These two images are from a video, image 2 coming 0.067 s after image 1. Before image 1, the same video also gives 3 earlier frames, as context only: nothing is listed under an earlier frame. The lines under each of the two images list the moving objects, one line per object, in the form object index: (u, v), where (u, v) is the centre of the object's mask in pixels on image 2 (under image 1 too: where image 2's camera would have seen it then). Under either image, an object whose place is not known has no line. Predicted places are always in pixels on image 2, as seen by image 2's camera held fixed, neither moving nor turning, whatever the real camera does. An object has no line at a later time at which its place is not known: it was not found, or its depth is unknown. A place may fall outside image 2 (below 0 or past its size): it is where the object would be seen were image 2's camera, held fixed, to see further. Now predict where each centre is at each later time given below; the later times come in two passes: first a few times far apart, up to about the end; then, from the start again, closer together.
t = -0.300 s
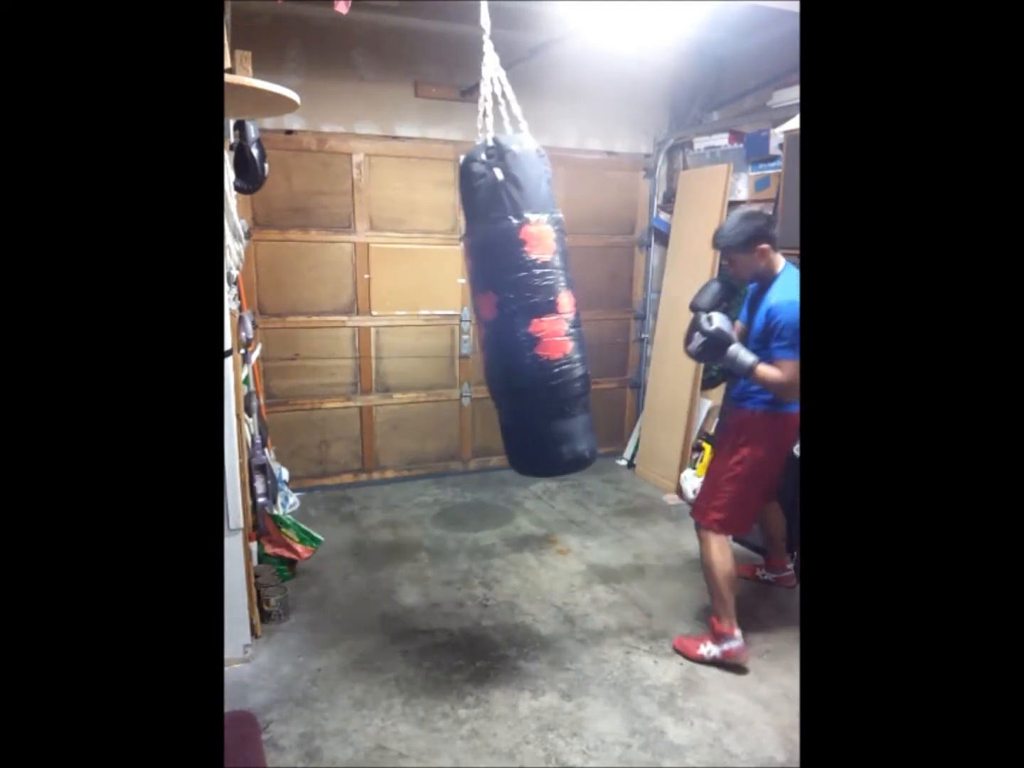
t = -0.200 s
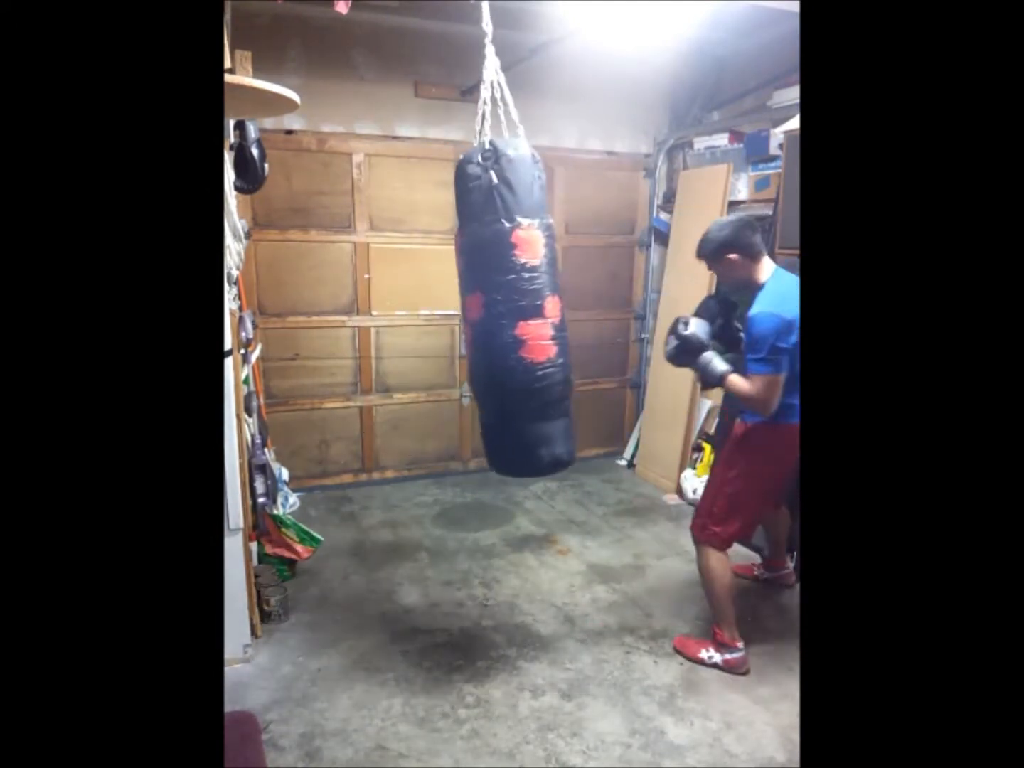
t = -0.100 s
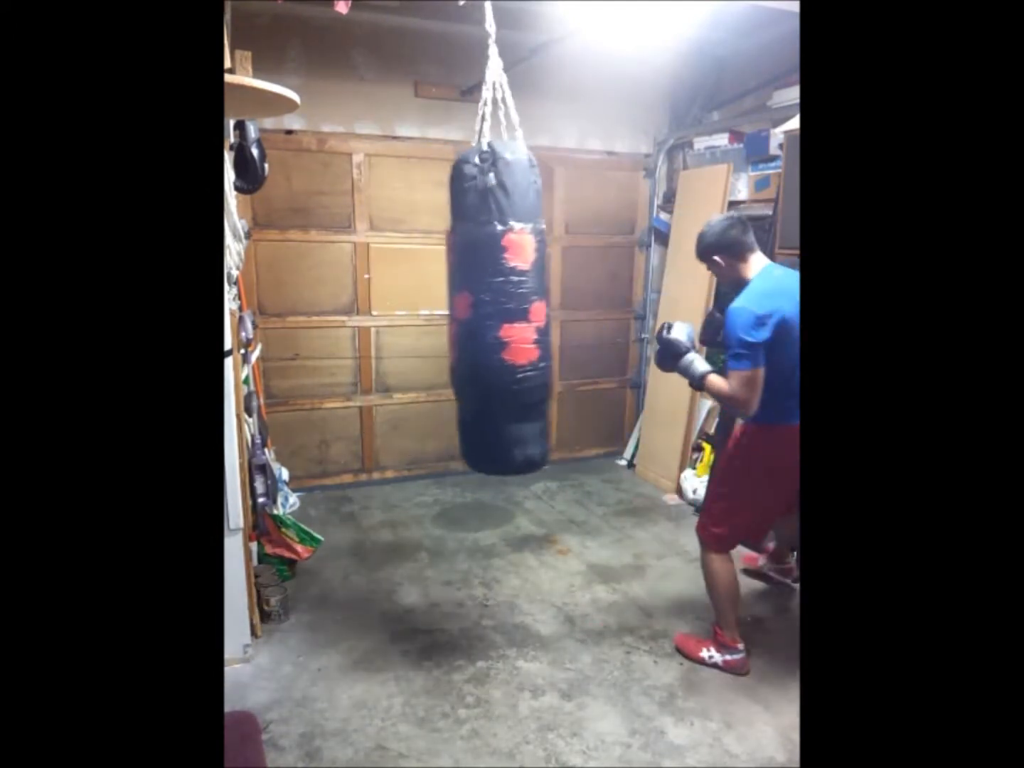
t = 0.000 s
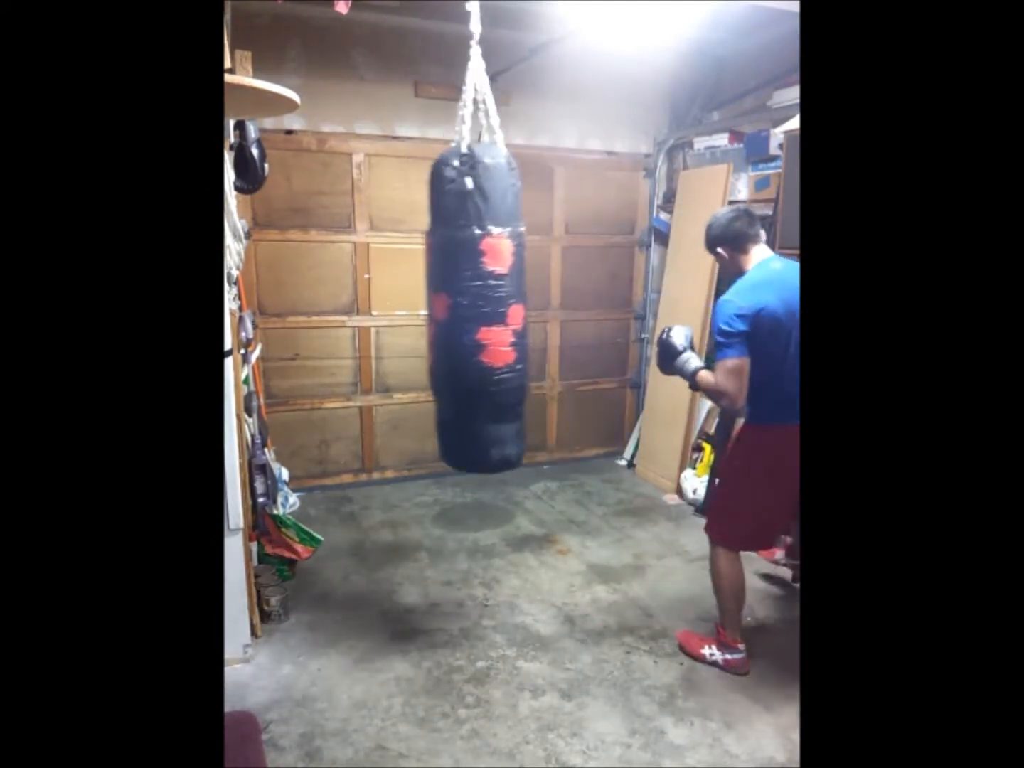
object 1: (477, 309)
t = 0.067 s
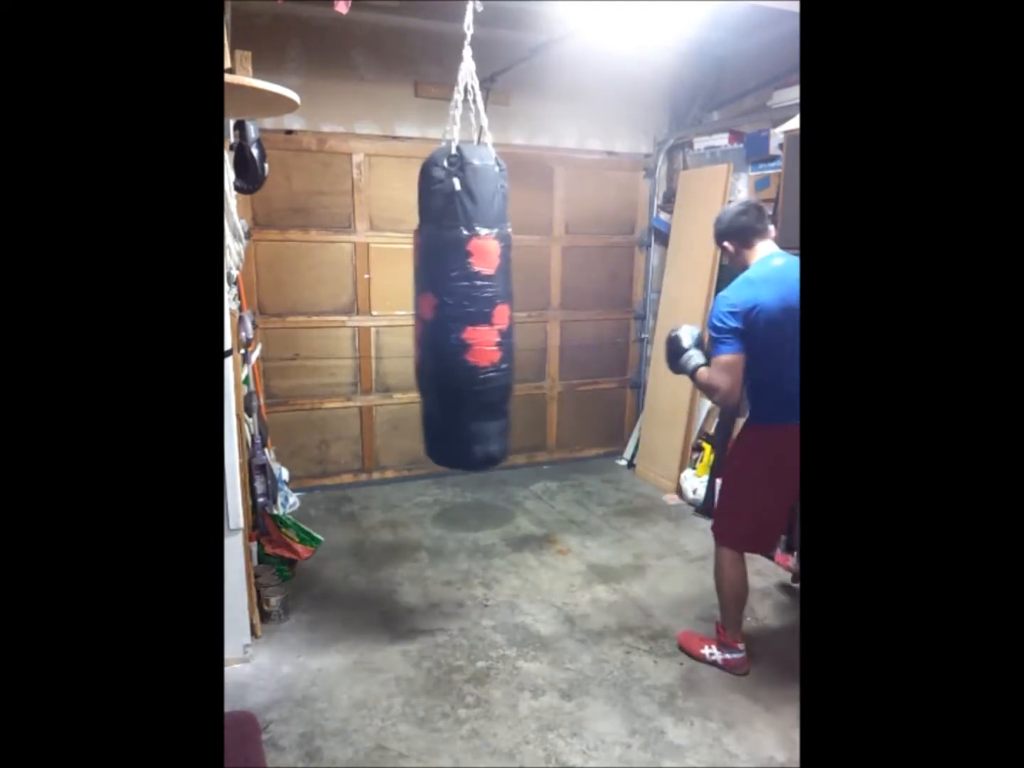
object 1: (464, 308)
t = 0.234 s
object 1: (442, 303)
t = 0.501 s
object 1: (414, 293)
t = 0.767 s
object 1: (407, 289)
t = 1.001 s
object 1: (424, 294)
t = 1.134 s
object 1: (439, 298)
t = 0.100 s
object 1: (459, 307)
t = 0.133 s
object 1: (455, 306)
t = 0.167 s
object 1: (451, 305)
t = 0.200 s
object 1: (447, 304)
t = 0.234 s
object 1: (442, 303)
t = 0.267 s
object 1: (437, 301)
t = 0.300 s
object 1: (431, 300)
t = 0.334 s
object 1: (425, 298)
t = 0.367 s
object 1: (421, 297)
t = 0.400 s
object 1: (418, 295)
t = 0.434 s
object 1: (416, 294)
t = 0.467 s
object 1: (414, 294)
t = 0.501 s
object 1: (414, 293)
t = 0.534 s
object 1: (413, 292)
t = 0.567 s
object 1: (411, 291)
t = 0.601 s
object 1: (410, 291)
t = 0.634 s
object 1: (408, 290)
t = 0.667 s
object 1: (407, 289)
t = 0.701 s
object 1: (407, 289)
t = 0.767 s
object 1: (407, 289)
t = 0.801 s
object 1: (409, 290)
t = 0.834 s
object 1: (411, 290)
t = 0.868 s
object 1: (414, 291)
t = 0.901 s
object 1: (417, 291)
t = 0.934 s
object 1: (419, 292)
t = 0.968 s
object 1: (422, 292)
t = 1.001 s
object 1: (424, 294)
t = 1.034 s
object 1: (427, 294)
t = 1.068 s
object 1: (430, 296)
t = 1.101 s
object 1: (434, 297)
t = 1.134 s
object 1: (439, 298)
